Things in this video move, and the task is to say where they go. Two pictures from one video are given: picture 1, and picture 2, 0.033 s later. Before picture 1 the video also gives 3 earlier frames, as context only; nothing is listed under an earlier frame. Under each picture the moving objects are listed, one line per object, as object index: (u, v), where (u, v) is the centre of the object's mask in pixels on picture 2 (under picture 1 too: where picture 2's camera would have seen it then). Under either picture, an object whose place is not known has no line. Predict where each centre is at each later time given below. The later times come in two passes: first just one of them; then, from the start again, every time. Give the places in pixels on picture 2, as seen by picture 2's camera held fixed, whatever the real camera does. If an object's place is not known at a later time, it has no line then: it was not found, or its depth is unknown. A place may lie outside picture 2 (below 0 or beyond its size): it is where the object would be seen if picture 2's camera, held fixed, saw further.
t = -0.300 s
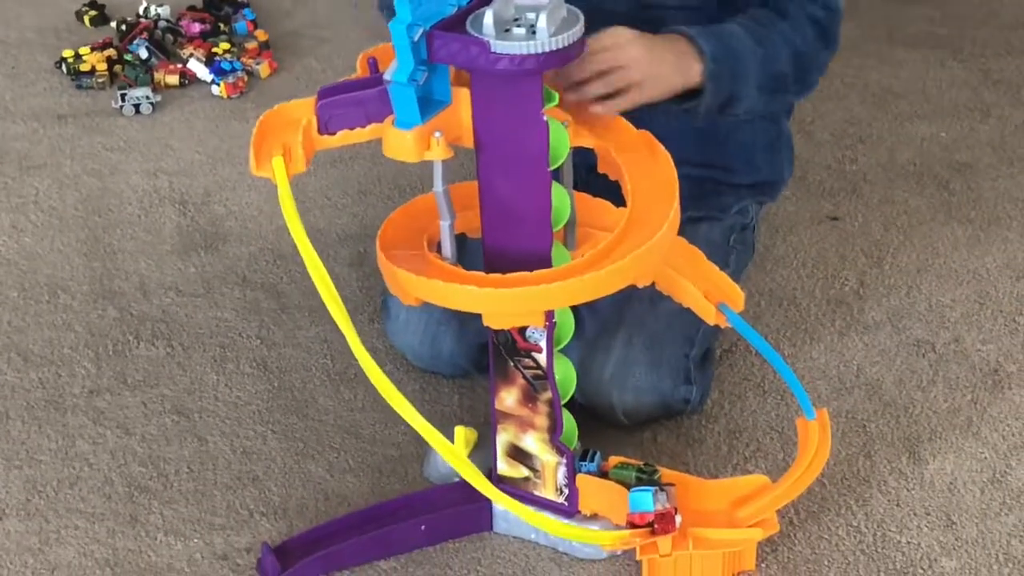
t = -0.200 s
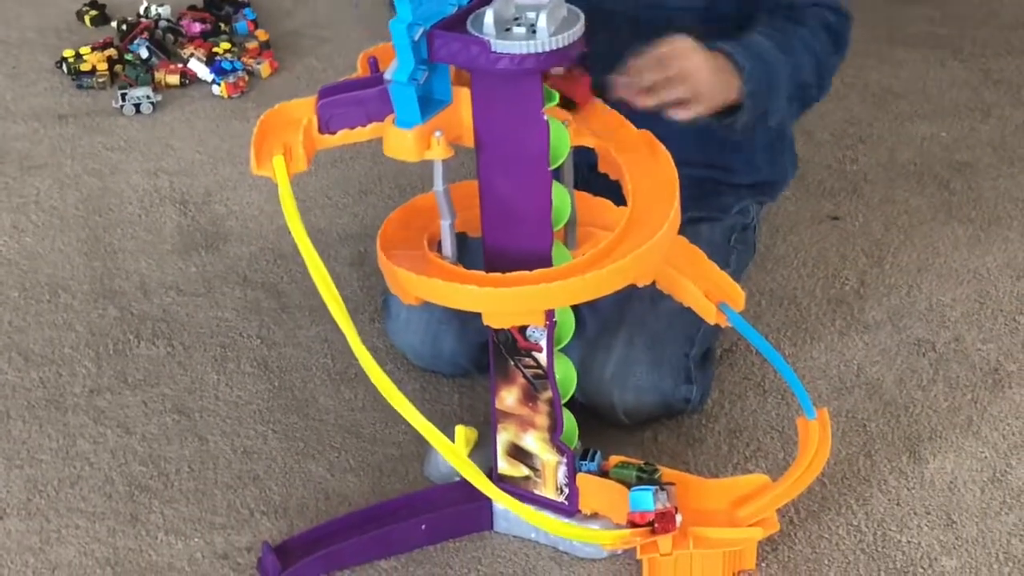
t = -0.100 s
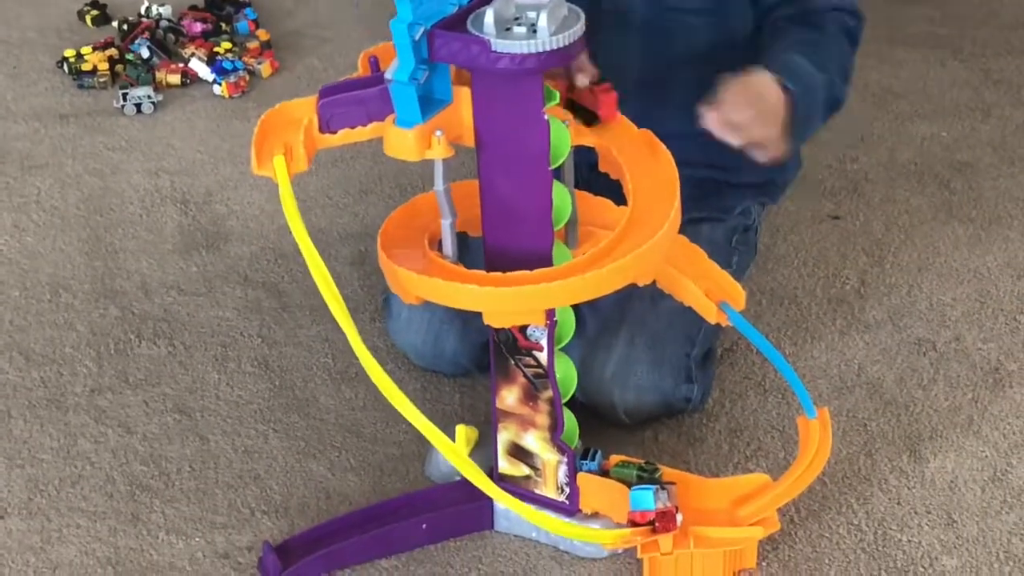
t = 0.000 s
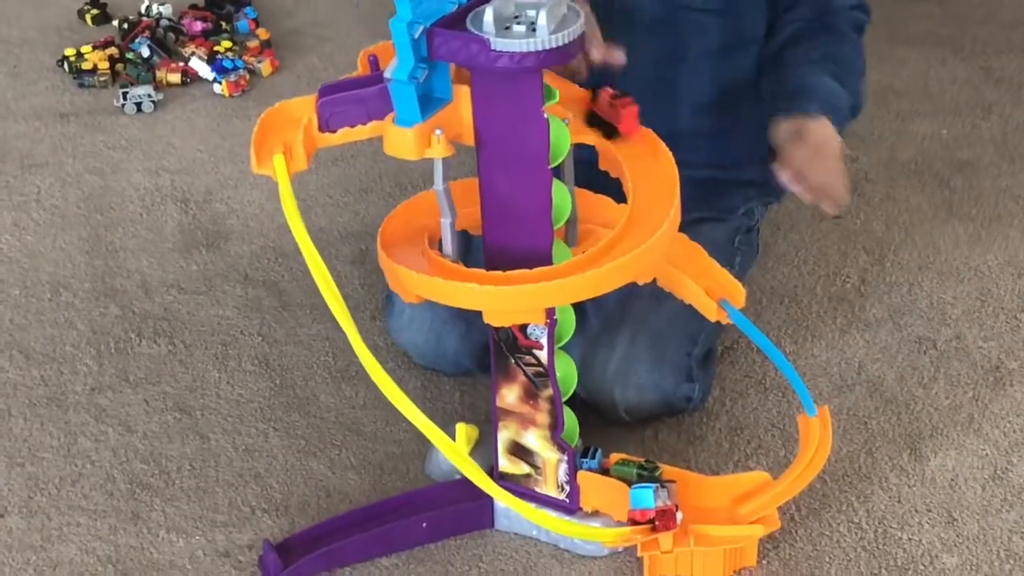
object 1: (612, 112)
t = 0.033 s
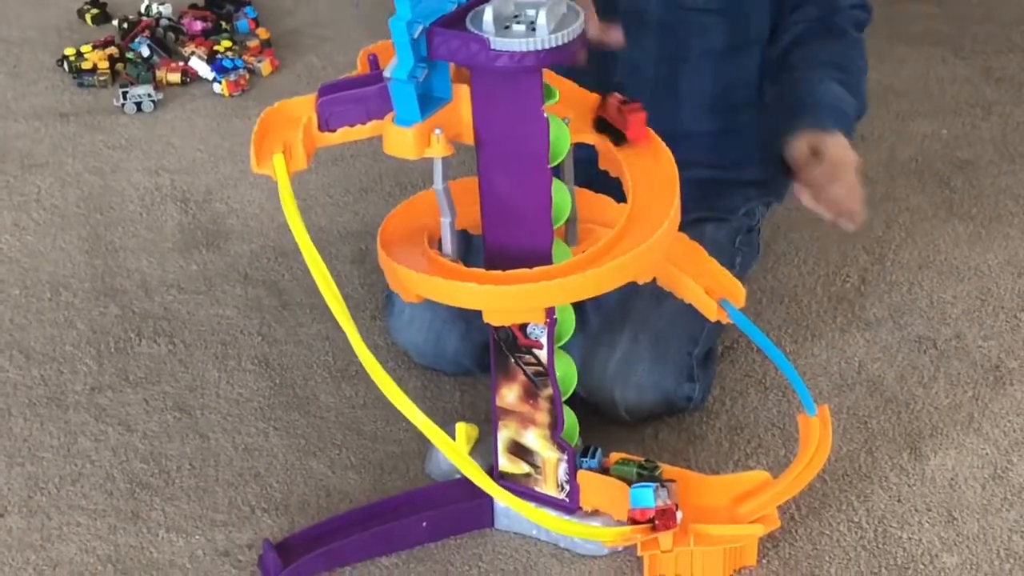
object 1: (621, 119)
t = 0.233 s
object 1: (655, 170)
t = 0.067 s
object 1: (628, 126)
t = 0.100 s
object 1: (635, 134)
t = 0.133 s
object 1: (641, 143)
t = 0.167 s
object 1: (648, 152)
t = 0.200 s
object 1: (652, 161)
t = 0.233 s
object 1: (655, 170)
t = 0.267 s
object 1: (657, 181)
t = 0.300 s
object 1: (656, 192)
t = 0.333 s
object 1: (652, 203)
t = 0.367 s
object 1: (646, 214)
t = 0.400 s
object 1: (639, 223)
